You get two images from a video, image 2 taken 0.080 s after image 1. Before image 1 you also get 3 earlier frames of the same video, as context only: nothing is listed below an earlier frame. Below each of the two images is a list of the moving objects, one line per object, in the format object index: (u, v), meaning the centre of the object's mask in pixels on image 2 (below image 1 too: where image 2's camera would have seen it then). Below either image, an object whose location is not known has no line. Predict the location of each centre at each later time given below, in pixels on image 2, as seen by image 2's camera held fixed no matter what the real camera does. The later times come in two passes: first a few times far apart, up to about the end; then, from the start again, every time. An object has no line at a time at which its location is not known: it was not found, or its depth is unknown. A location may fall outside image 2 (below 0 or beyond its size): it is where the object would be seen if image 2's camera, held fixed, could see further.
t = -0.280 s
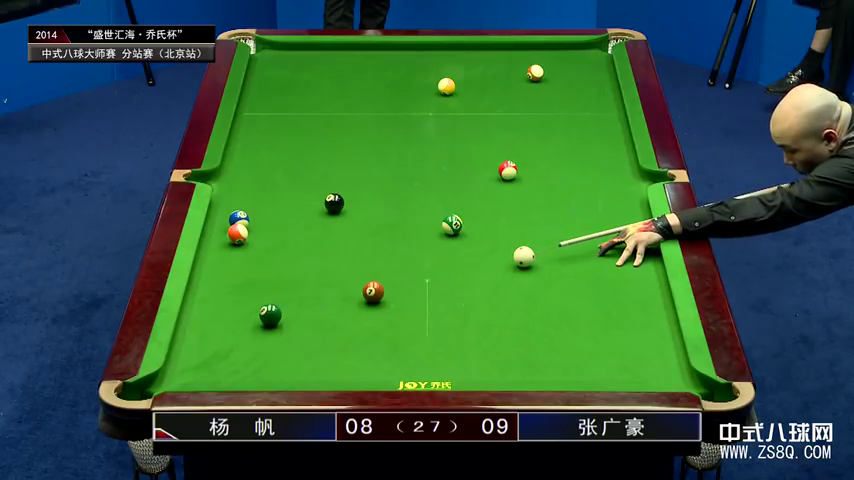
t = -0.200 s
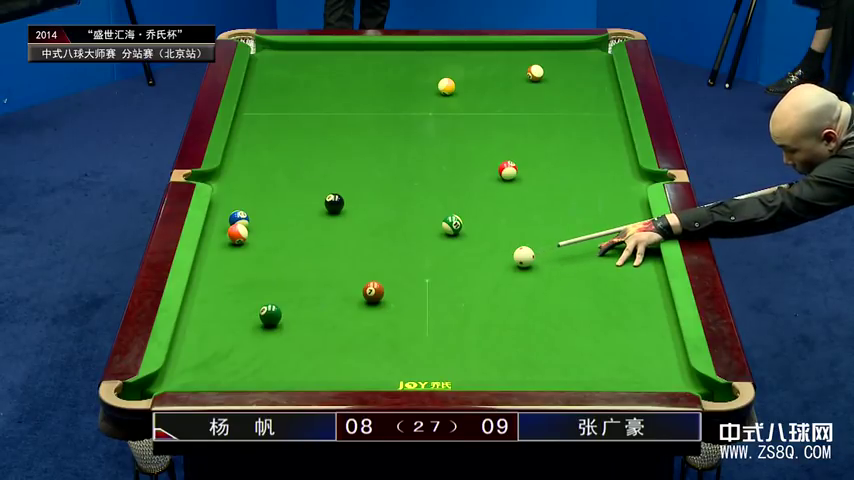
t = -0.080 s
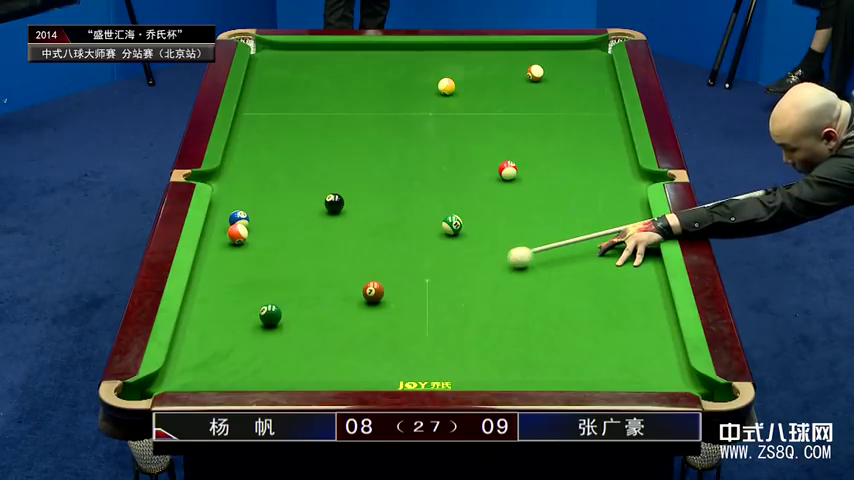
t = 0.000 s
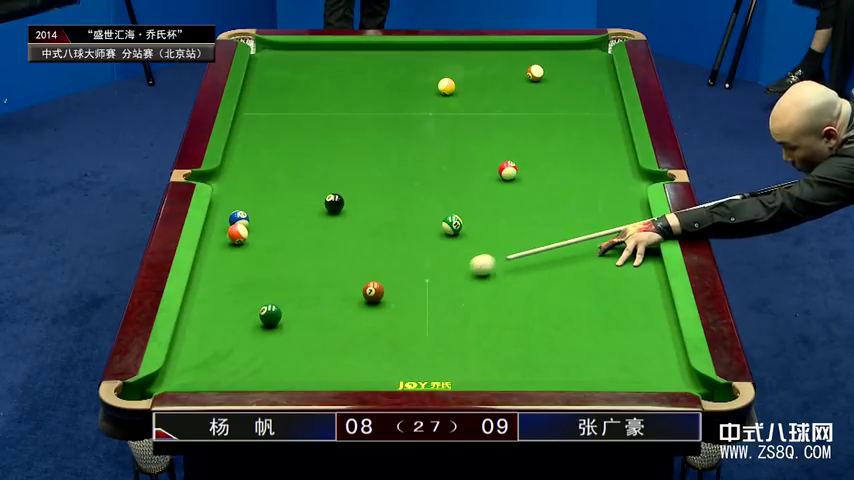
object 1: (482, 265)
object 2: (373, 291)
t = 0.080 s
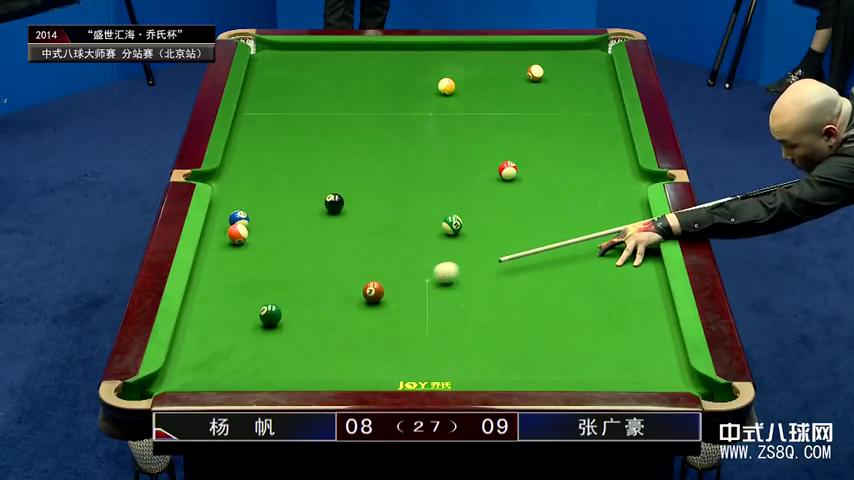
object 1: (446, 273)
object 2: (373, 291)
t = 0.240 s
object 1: (383, 283)
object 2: (361, 296)
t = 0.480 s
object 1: (338, 278)
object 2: (301, 323)
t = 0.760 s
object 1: (283, 275)
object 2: (234, 352)
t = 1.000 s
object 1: (238, 272)
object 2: (177, 375)
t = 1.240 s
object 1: (205, 269)
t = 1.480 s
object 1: (232, 267)
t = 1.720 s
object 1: (258, 265)
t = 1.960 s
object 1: (280, 264)
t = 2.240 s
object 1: (305, 262)
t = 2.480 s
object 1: (324, 261)
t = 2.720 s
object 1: (341, 260)
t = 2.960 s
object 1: (356, 259)
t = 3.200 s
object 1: (369, 258)
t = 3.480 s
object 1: (381, 258)
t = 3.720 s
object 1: (391, 258)
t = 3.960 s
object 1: (398, 257)
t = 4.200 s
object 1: (403, 258)
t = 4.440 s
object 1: (407, 258)
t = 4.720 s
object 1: (410, 258)
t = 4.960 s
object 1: (410, 258)
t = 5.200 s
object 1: (410, 258)
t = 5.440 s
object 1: (410, 258)
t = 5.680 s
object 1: (410, 258)
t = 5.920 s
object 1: (410, 258)
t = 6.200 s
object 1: (410, 258)
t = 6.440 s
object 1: (410, 258)
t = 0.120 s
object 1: (427, 277)
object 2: (373, 291)
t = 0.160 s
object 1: (409, 281)
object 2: (373, 291)
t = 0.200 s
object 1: (391, 284)
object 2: (373, 292)
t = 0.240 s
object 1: (383, 283)
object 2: (361, 296)
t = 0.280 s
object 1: (377, 282)
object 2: (349, 302)
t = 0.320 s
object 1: (370, 281)
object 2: (338, 307)
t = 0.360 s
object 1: (362, 280)
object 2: (328, 311)
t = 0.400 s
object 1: (354, 279)
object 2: (318, 315)
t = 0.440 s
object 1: (345, 279)
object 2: (309, 320)
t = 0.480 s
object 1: (338, 278)
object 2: (301, 323)
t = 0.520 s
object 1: (330, 278)
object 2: (291, 328)
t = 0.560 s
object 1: (322, 277)
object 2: (282, 332)
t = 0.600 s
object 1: (314, 277)
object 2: (272, 336)
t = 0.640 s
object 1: (306, 276)
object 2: (263, 339)
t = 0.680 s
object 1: (298, 276)
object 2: (253, 344)
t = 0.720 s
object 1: (291, 275)
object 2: (244, 348)
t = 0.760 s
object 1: (283, 275)
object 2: (234, 352)
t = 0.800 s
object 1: (275, 274)
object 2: (225, 357)
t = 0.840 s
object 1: (268, 274)
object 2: (216, 361)
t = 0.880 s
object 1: (260, 273)
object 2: (206, 364)
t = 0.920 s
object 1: (253, 273)
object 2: (196, 368)
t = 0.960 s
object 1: (246, 272)
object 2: (187, 372)
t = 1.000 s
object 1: (238, 272)
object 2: (177, 375)
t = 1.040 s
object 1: (231, 271)
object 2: (167, 379)
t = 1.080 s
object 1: (224, 271)
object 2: (156, 385)
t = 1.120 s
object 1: (217, 270)
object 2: (146, 393)
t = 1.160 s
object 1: (210, 270)
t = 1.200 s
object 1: (203, 269)
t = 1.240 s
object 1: (205, 269)
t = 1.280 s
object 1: (210, 269)
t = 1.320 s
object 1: (215, 268)
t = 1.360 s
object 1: (220, 268)
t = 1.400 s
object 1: (224, 268)
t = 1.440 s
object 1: (228, 267)
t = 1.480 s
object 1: (232, 267)
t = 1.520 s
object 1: (237, 267)
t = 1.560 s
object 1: (241, 267)
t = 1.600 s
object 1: (245, 266)
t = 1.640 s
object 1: (250, 266)
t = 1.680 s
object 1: (254, 266)
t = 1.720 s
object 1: (258, 265)
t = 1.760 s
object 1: (262, 265)
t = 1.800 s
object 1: (265, 265)
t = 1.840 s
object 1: (269, 264)
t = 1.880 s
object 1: (273, 264)
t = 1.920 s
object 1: (277, 264)
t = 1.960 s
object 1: (280, 264)
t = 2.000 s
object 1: (284, 263)
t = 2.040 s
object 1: (288, 263)
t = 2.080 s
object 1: (291, 263)
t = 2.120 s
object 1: (295, 263)
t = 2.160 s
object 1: (298, 263)
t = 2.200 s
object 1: (302, 262)
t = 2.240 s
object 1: (305, 262)
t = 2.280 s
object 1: (308, 262)
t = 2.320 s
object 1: (311, 262)
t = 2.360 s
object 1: (315, 262)
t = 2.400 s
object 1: (318, 261)
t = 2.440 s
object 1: (321, 261)
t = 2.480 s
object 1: (324, 261)
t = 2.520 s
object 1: (327, 261)
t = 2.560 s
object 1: (330, 261)
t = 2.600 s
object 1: (332, 260)
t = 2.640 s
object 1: (335, 260)
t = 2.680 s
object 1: (338, 260)
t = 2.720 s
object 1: (341, 260)
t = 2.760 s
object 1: (343, 260)
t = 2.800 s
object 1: (346, 260)
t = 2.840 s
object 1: (348, 259)
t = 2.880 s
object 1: (351, 259)
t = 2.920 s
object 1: (353, 259)
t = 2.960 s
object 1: (356, 259)
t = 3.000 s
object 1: (358, 259)
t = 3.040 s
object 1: (360, 259)
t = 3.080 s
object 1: (363, 259)
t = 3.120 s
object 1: (364, 259)
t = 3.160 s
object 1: (366, 258)
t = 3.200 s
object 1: (369, 258)
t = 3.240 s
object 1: (371, 258)
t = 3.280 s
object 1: (372, 258)
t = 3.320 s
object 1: (375, 258)
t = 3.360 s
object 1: (376, 258)
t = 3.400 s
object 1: (378, 258)
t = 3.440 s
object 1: (380, 258)
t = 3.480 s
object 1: (381, 258)
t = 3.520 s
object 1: (383, 258)
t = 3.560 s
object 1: (385, 258)
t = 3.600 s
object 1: (386, 258)
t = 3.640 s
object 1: (388, 258)
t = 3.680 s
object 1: (389, 258)
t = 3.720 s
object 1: (391, 258)
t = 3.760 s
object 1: (392, 258)
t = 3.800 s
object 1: (393, 258)
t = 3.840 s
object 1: (394, 258)
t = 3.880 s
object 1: (396, 258)
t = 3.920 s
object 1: (397, 258)
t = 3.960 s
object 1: (398, 257)
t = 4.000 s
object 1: (399, 257)
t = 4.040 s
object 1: (400, 257)
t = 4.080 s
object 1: (401, 257)
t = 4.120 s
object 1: (402, 257)
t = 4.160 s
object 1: (403, 258)
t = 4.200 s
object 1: (403, 258)
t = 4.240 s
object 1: (404, 258)
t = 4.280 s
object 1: (405, 258)
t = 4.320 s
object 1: (406, 258)
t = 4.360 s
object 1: (406, 258)
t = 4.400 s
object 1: (407, 257)
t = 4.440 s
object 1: (407, 258)
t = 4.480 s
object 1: (408, 258)
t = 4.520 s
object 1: (408, 258)
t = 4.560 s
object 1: (409, 258)
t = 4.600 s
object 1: (409, 258)
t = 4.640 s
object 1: (409, 258)
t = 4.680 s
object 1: (409, 258)
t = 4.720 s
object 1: (410, 258)
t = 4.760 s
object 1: (410, 258)
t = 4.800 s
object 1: (410, 258)
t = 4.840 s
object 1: (410, 258)
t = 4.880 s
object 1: (410, 258)
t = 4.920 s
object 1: (410, 258)
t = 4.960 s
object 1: (410, 258)
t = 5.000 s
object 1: (410, 258)
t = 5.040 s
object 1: (410, 258)
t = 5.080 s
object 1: (410, 258)
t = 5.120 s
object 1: (410, 258)
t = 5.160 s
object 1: (410, 258)
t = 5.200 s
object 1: (410, 258)
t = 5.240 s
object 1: (410, 258)
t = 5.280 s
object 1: (410, 258)
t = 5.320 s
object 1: (410, 258)
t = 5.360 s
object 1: (410, 258)
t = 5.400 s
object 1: (410, 258)
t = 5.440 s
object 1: (410, 258)
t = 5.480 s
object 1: (410, 258)
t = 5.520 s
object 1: (410, 258)
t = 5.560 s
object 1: (410, 258)
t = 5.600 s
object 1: (410, 258)
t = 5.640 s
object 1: (410, 258)
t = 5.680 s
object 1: (410, 258)
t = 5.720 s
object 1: (410, 258)
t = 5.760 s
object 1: (410, 258)
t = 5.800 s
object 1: (410, 258)
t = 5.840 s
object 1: (410, 258)
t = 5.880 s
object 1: (410, 258)
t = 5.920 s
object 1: (410, 258)
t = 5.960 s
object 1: (410, 258)
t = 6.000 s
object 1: (410, 258)
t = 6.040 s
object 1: (410, 258)
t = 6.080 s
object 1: (410, 258)
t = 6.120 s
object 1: (410, 258)
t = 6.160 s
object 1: (410, 258)
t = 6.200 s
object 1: (410, 258)
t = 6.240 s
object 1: (410, 258)
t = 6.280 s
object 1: (410, 258)
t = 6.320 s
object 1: (410, 258)
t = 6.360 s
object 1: (410, 258)
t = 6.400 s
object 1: (410, 258)
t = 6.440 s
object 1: (410, 258)
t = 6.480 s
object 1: (410, 258)
